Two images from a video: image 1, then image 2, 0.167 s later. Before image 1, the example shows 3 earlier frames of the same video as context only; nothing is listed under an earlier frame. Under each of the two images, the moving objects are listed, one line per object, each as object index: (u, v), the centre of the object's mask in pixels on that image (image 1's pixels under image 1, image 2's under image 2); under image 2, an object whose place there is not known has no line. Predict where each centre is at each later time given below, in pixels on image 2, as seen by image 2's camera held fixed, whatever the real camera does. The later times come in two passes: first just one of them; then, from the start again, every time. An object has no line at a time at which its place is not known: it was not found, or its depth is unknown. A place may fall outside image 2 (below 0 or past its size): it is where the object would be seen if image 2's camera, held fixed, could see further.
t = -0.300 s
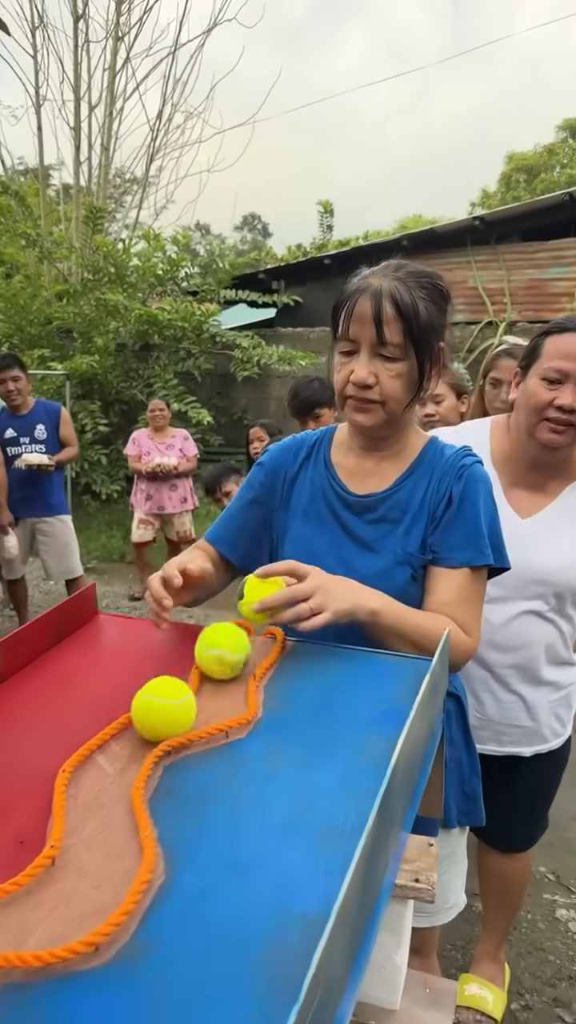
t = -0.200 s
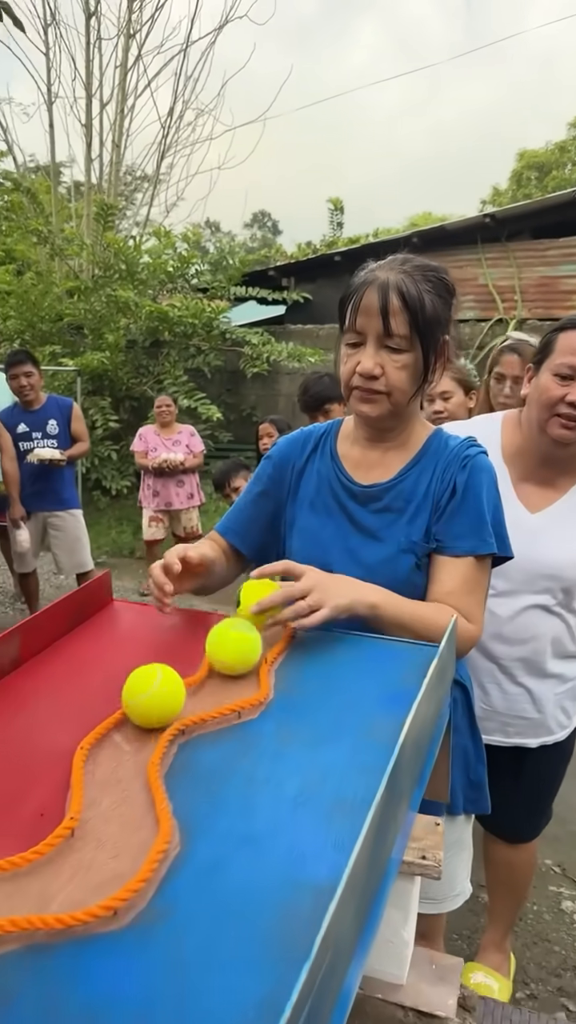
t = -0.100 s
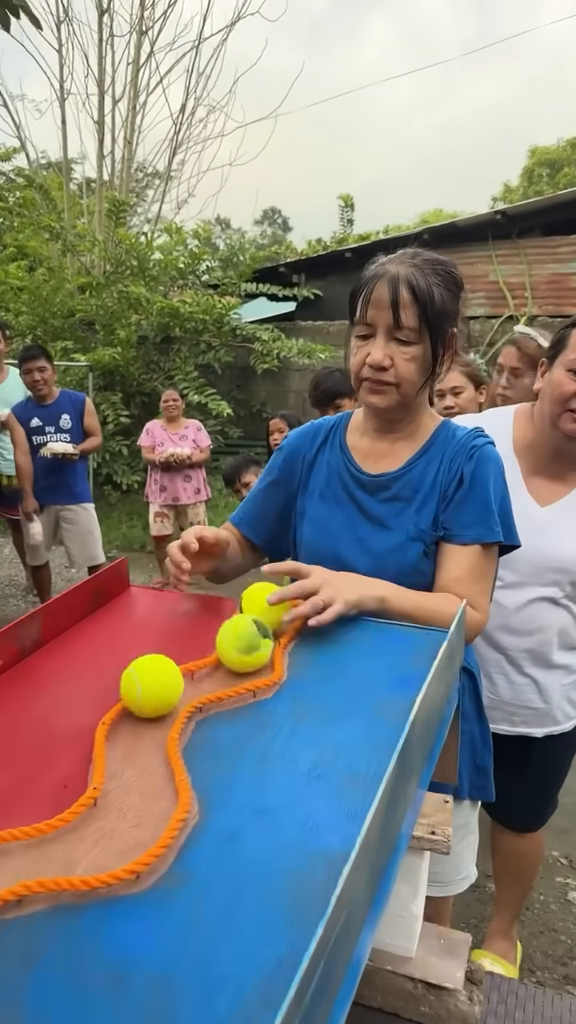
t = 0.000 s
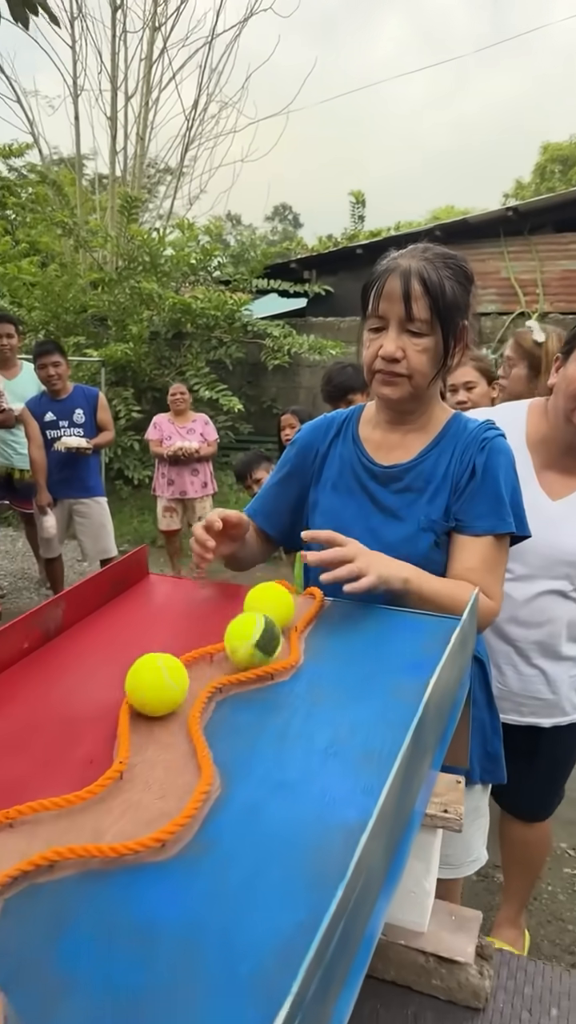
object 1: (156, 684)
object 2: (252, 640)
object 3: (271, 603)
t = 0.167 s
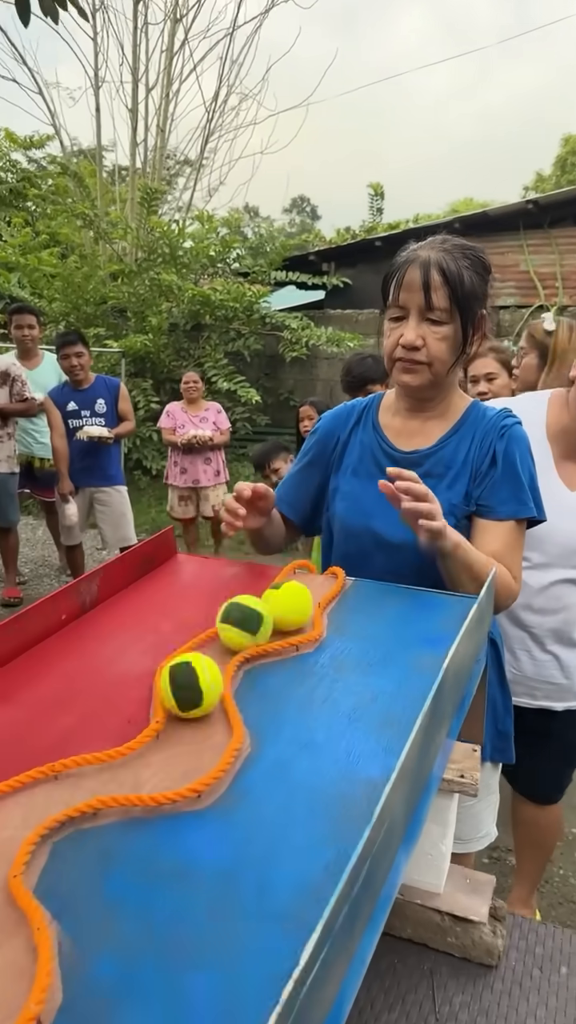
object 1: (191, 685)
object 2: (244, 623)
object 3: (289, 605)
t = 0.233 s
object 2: (229, 626)
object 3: (284, 614)
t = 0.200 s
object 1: (191, 693)
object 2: (236, 625)
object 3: (287, 610)
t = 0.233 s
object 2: (229, 626)
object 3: (284, 614)
